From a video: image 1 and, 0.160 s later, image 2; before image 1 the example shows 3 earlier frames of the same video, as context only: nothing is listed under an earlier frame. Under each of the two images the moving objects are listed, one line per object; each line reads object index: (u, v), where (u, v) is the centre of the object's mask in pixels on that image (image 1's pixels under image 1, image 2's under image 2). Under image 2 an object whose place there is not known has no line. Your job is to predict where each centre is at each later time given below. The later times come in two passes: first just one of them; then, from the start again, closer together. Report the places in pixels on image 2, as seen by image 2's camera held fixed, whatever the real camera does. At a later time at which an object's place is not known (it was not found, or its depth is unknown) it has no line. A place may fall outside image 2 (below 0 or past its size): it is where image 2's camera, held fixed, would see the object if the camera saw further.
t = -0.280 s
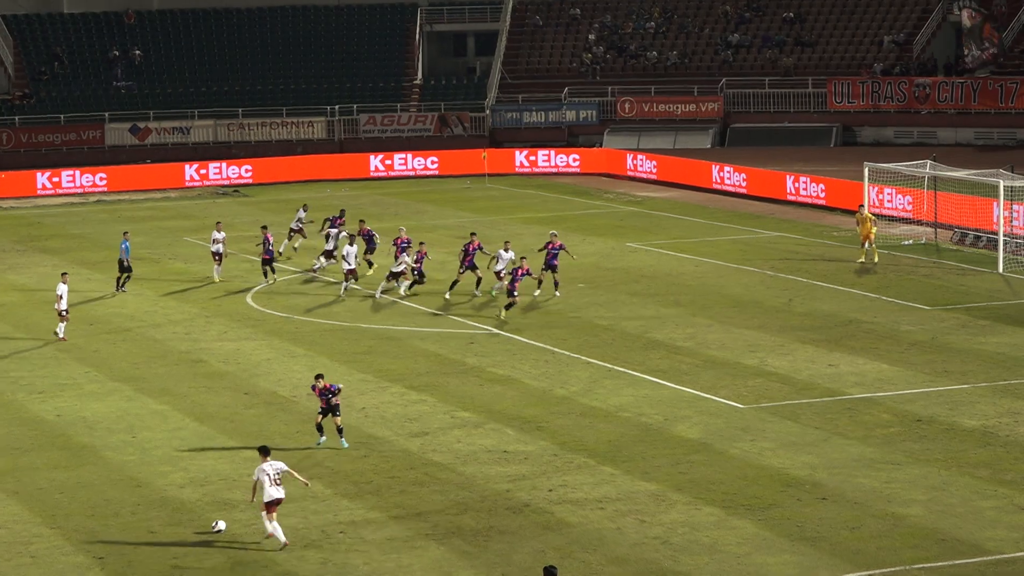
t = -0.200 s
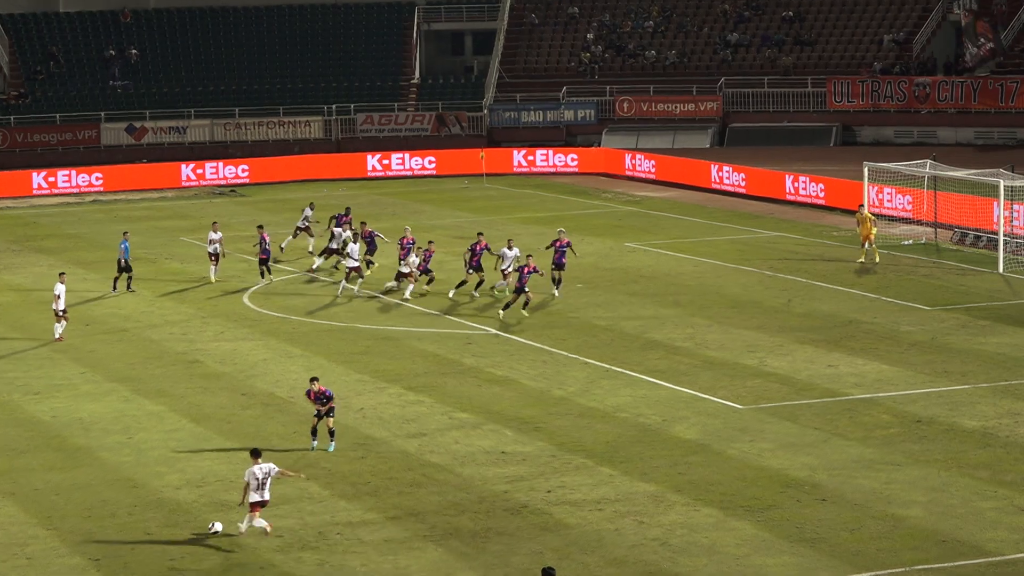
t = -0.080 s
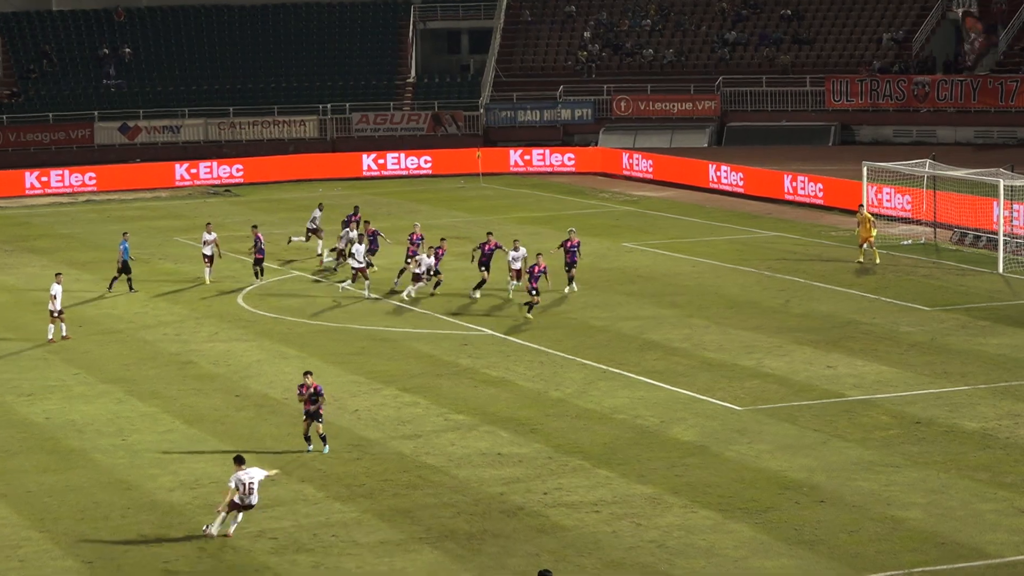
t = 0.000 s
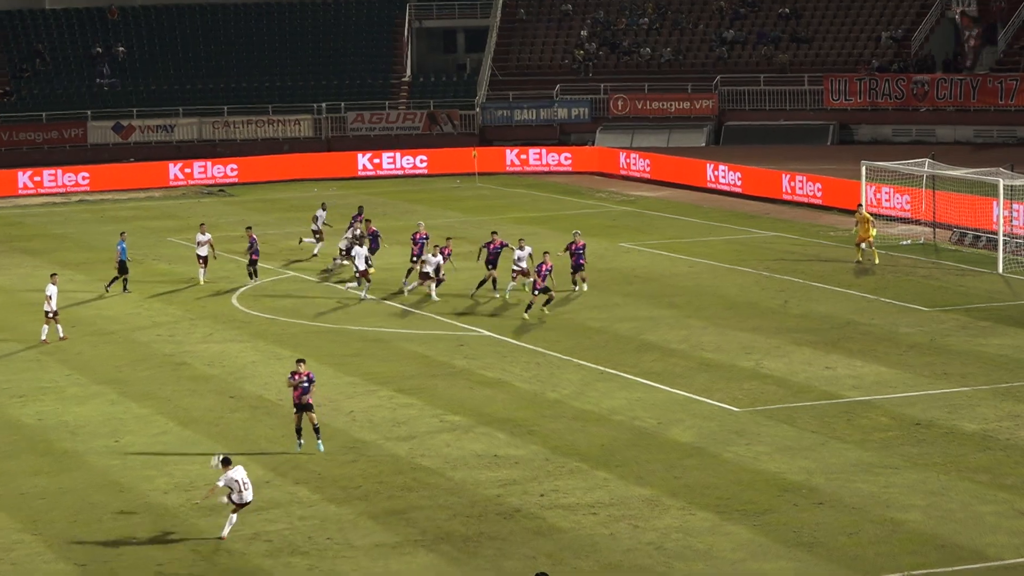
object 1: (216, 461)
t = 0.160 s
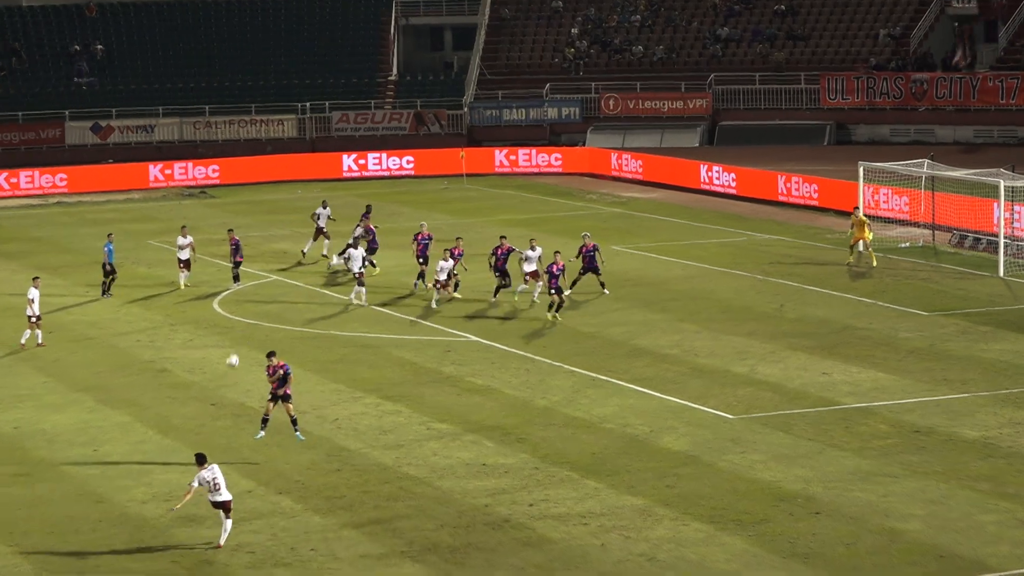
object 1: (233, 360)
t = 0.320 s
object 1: (267, 289)
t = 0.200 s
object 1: (241, 340)
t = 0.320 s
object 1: (267, 289)
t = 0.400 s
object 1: (284, 266)
